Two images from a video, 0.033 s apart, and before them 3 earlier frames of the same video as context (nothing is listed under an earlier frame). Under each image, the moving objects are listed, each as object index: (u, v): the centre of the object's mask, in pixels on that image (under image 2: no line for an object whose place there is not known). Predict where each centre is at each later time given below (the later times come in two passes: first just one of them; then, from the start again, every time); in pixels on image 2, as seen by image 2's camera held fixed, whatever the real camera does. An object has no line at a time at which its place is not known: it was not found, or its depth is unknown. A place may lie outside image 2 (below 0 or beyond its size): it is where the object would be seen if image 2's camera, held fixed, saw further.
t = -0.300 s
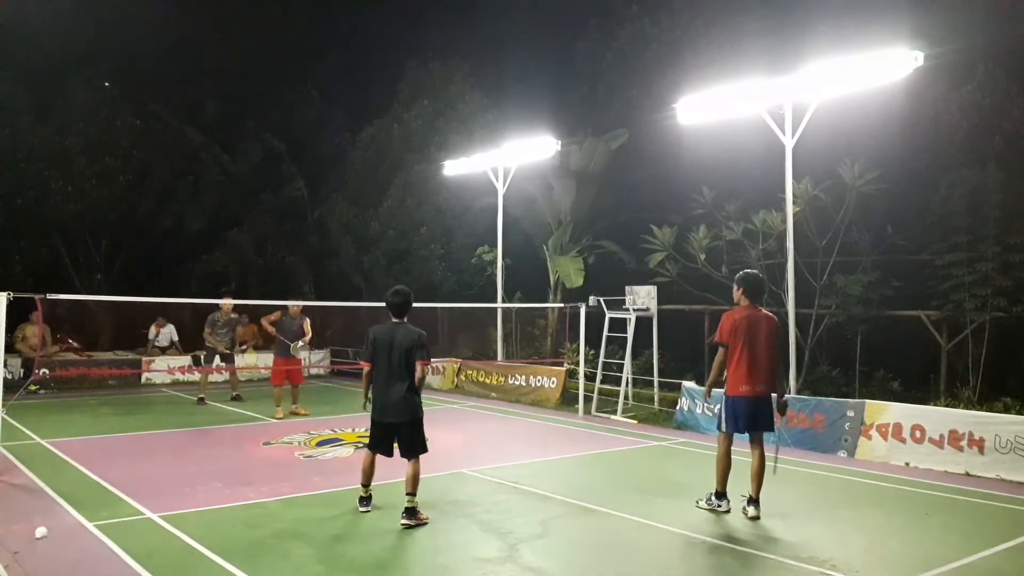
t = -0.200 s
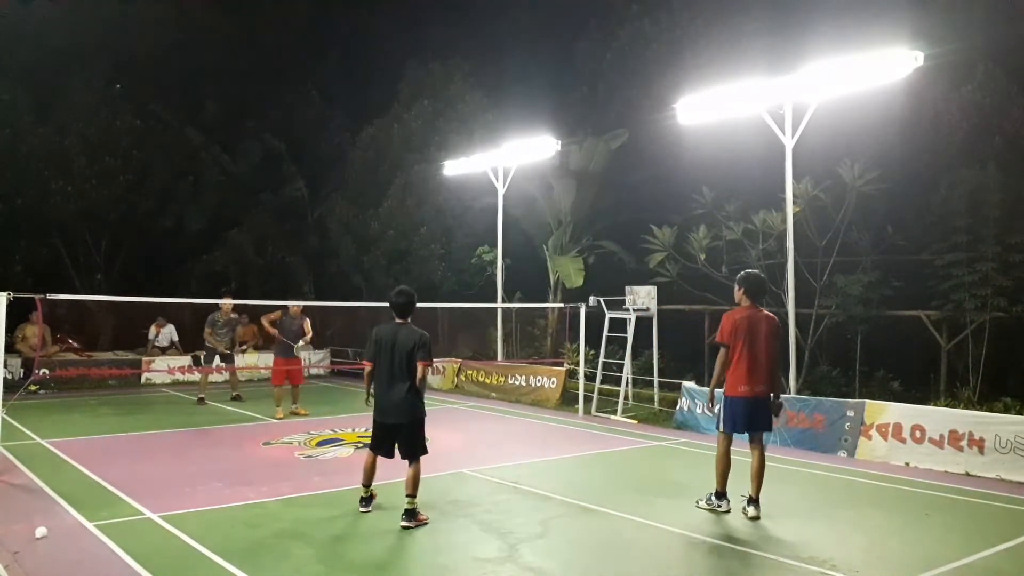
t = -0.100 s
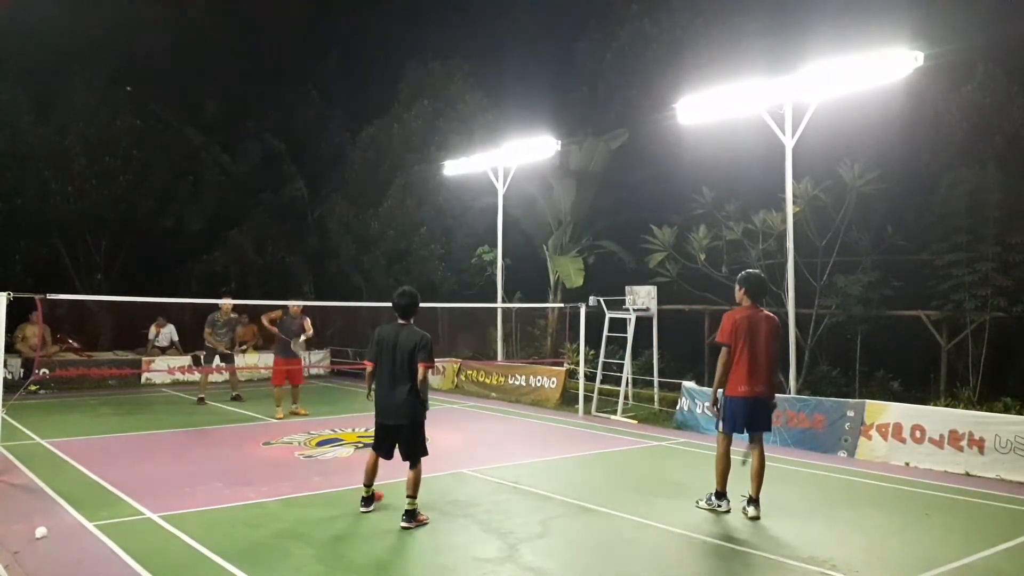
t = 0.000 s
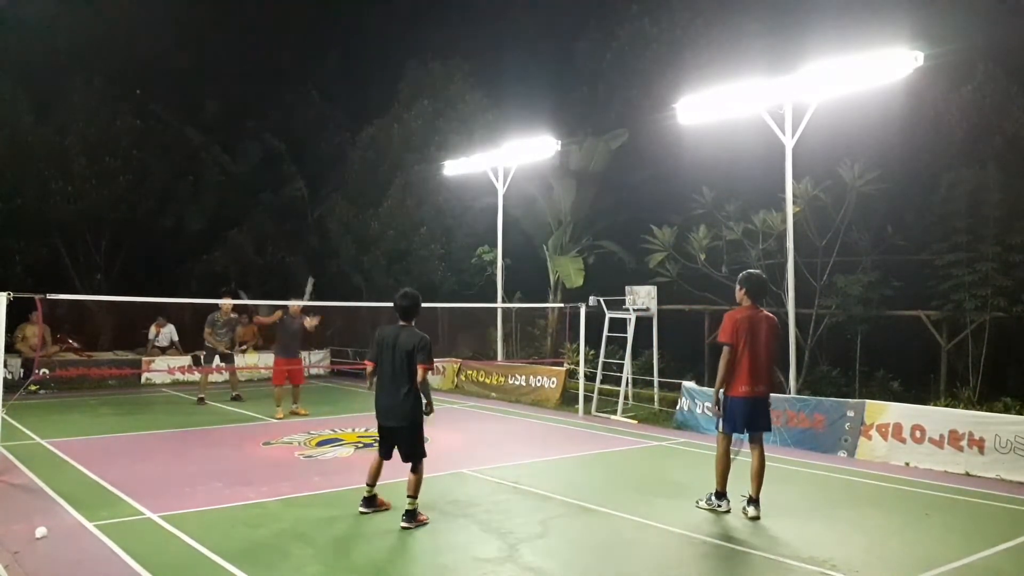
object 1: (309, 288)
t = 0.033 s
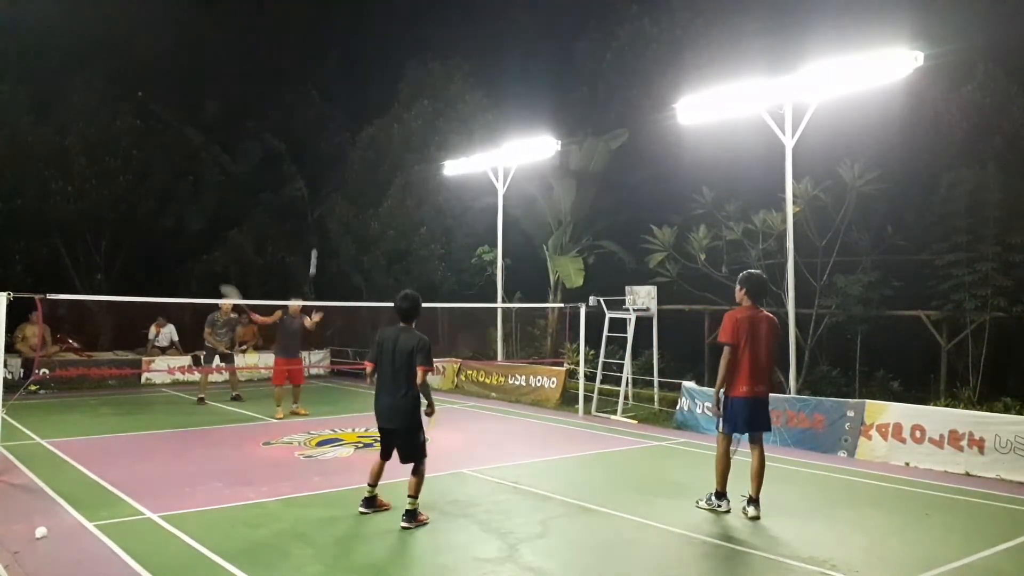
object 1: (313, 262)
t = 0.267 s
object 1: (338, 107)
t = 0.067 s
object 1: (316, 235)
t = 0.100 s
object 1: (320, 211)
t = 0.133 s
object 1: (325, 187)
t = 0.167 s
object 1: (328, 165)
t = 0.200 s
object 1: (331, 144)
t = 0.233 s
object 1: (334, 125)
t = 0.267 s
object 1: (338, 107)
